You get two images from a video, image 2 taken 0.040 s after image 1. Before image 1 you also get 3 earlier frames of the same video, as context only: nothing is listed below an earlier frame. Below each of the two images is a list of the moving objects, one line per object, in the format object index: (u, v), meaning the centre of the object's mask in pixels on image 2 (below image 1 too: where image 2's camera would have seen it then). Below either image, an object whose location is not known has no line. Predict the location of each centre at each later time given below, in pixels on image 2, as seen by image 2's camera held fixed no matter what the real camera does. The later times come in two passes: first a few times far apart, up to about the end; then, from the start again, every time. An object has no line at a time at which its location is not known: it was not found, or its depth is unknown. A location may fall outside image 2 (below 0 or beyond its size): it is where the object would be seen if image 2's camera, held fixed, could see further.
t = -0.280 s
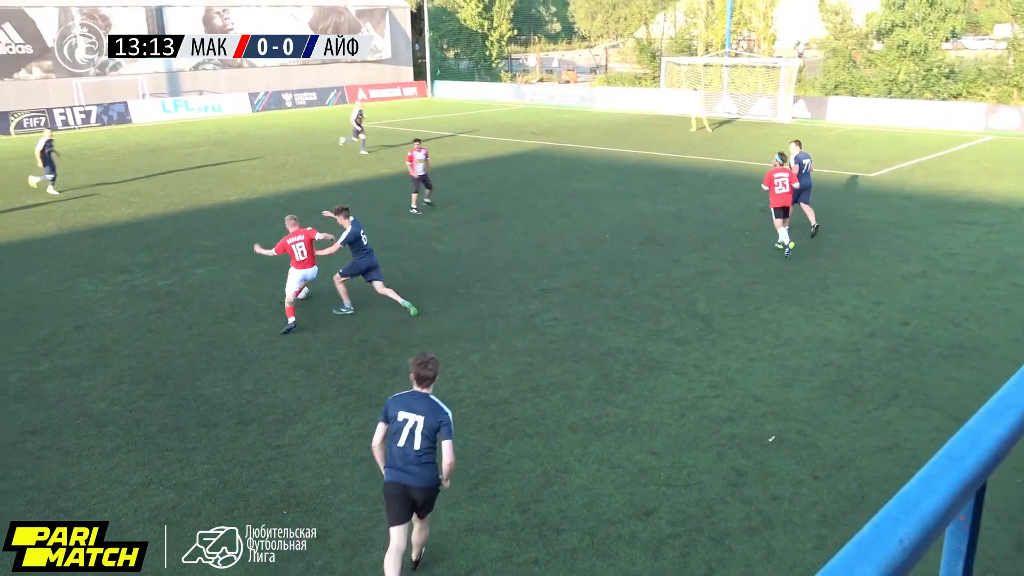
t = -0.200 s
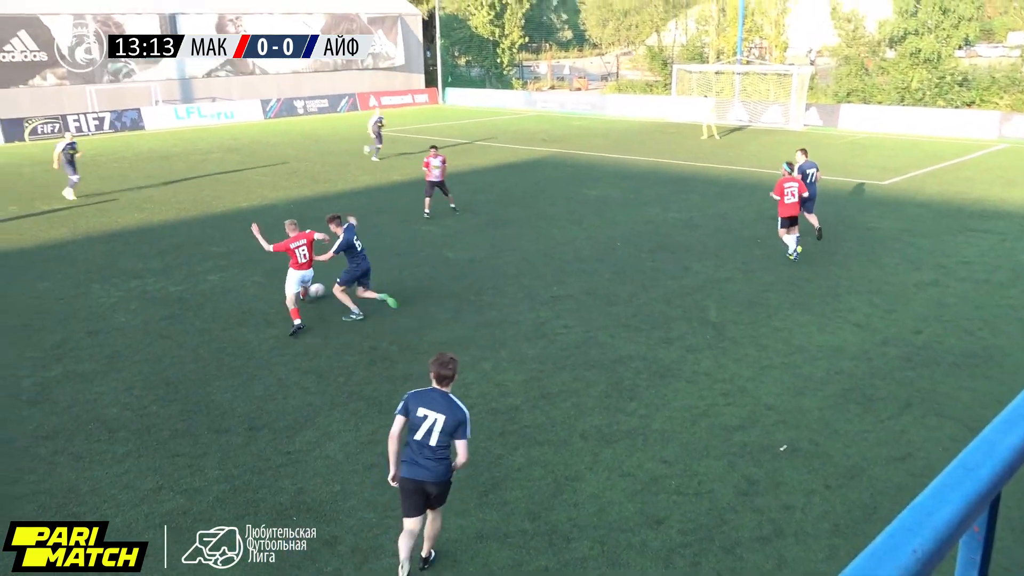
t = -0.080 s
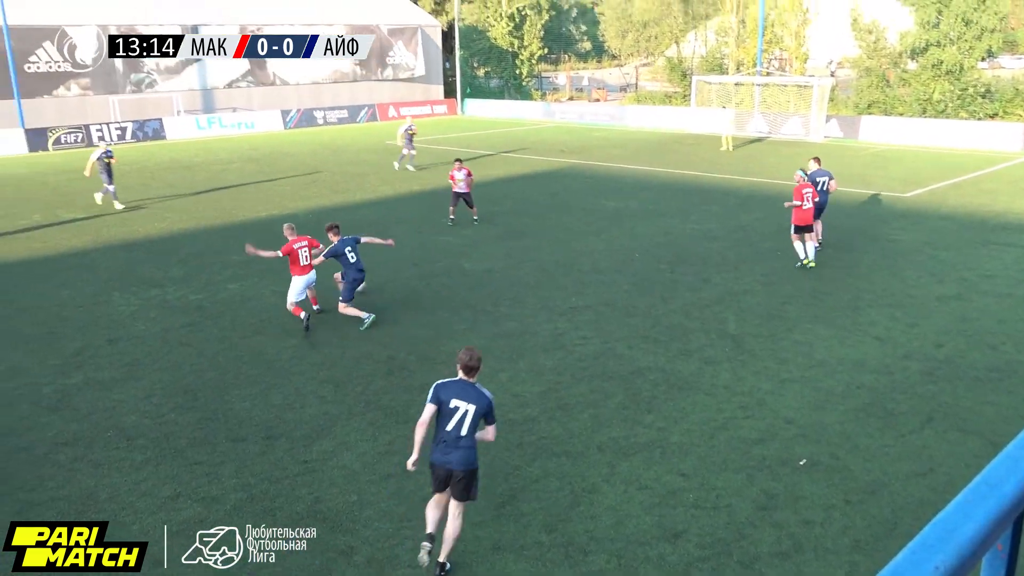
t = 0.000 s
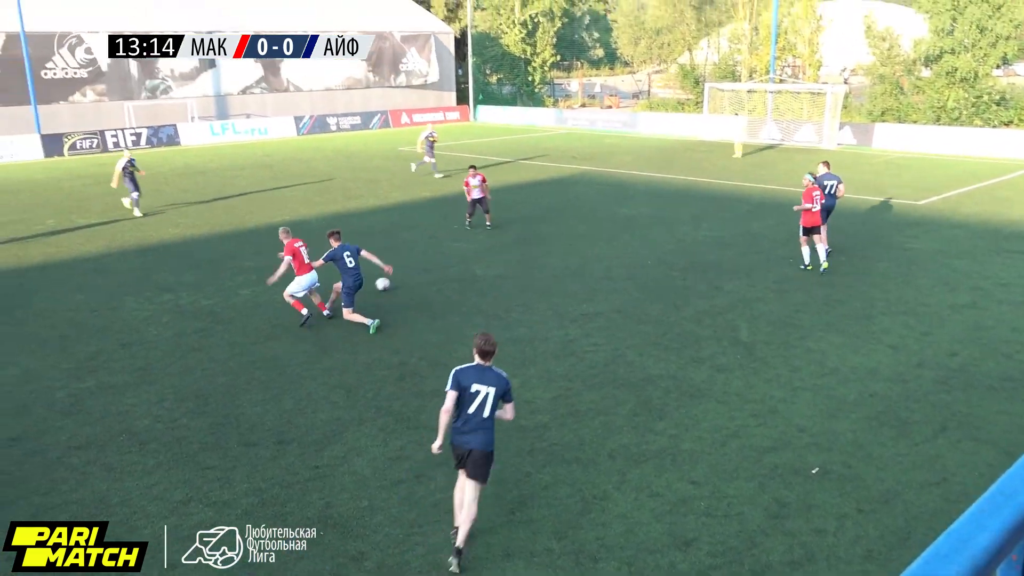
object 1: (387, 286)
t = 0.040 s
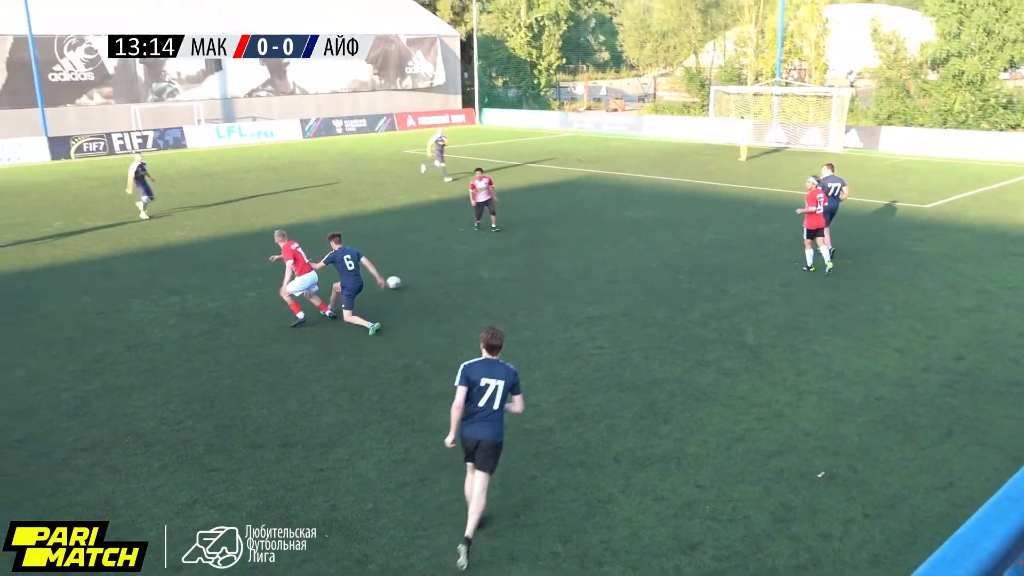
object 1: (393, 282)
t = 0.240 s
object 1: (421, 267)
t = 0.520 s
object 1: (452, 250)
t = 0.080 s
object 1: (399, 279)
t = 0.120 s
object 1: (405, 277)
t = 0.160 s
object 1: (410, 272)
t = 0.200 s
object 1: (415, 269)
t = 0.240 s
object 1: (421, 267)
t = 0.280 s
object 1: (426, 264)
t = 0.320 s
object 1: (431, 261)
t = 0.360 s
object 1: (435, 258)
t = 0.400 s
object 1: (440, 255)
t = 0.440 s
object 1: (444, 253)
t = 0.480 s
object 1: (449, 252)
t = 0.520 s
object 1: (452, 250)
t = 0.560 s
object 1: (456, 248)
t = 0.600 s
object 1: (459, 246)
